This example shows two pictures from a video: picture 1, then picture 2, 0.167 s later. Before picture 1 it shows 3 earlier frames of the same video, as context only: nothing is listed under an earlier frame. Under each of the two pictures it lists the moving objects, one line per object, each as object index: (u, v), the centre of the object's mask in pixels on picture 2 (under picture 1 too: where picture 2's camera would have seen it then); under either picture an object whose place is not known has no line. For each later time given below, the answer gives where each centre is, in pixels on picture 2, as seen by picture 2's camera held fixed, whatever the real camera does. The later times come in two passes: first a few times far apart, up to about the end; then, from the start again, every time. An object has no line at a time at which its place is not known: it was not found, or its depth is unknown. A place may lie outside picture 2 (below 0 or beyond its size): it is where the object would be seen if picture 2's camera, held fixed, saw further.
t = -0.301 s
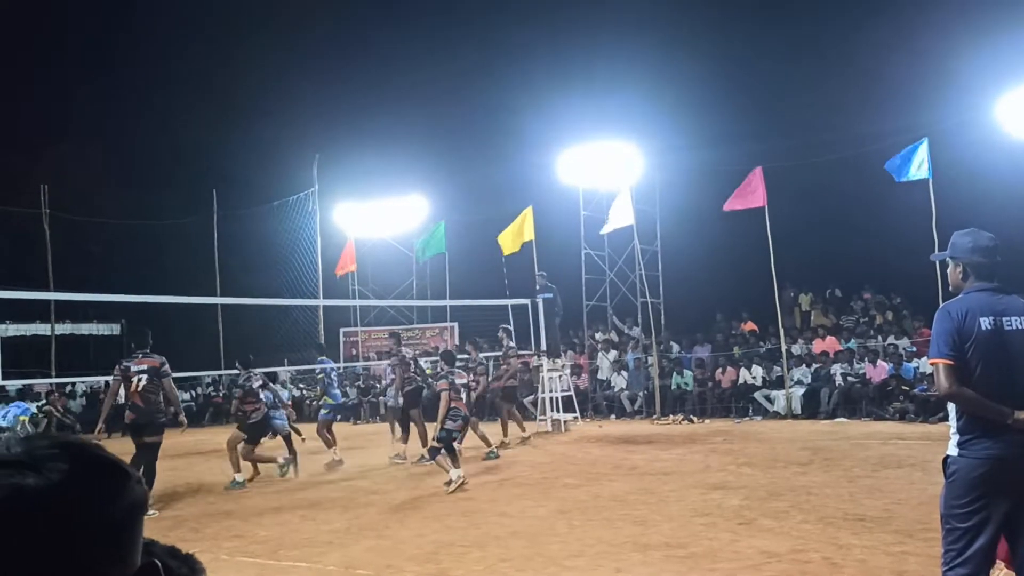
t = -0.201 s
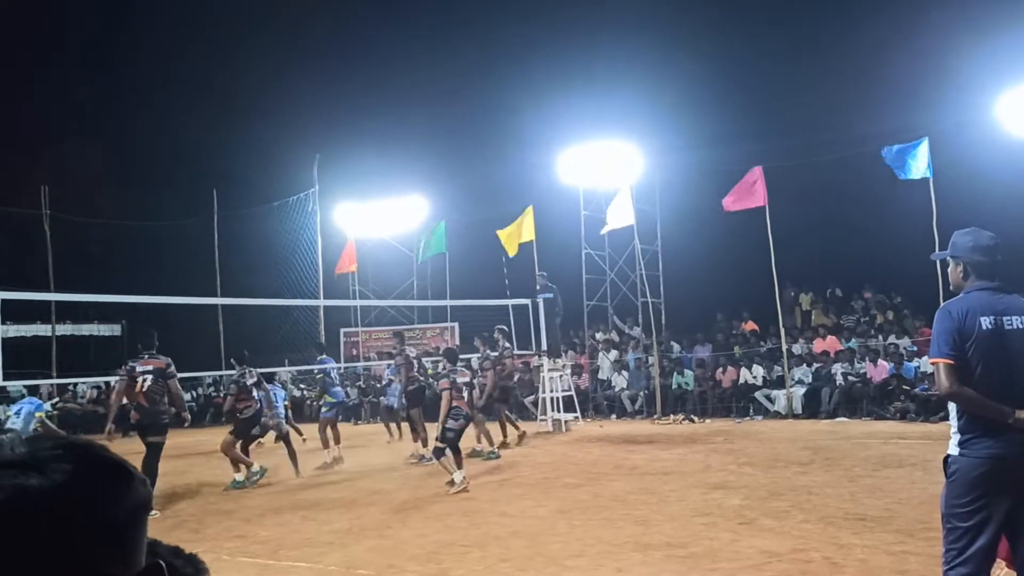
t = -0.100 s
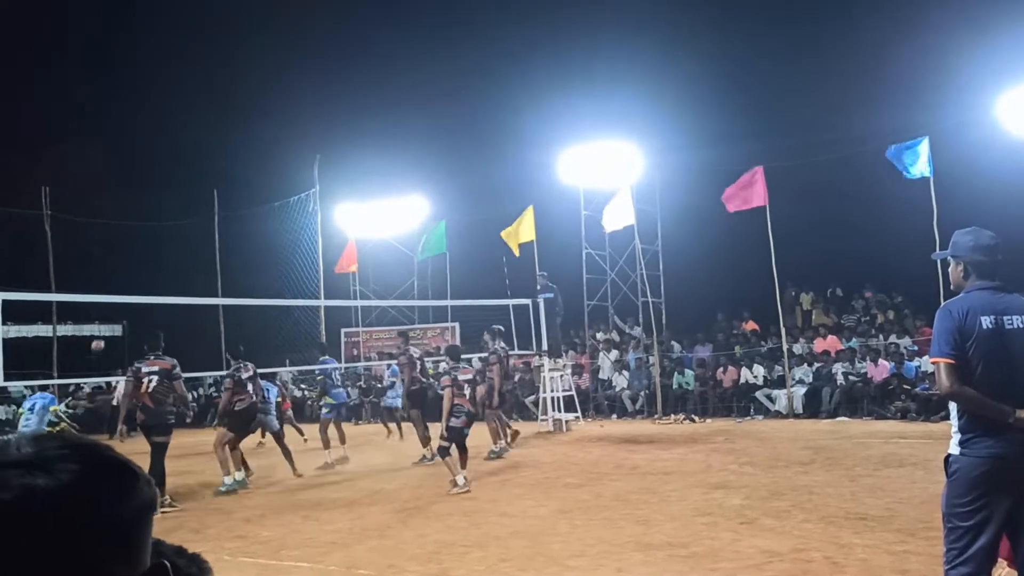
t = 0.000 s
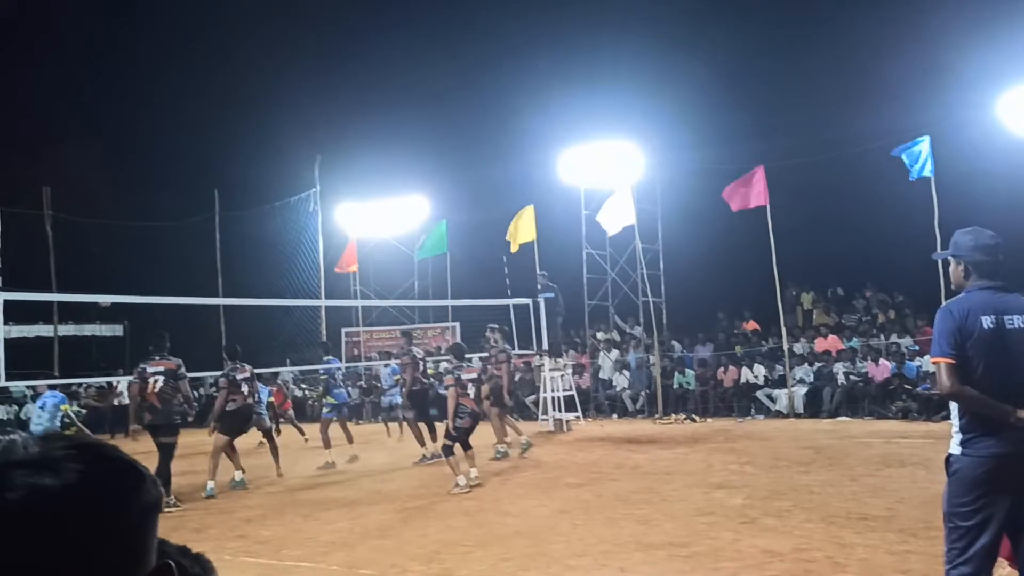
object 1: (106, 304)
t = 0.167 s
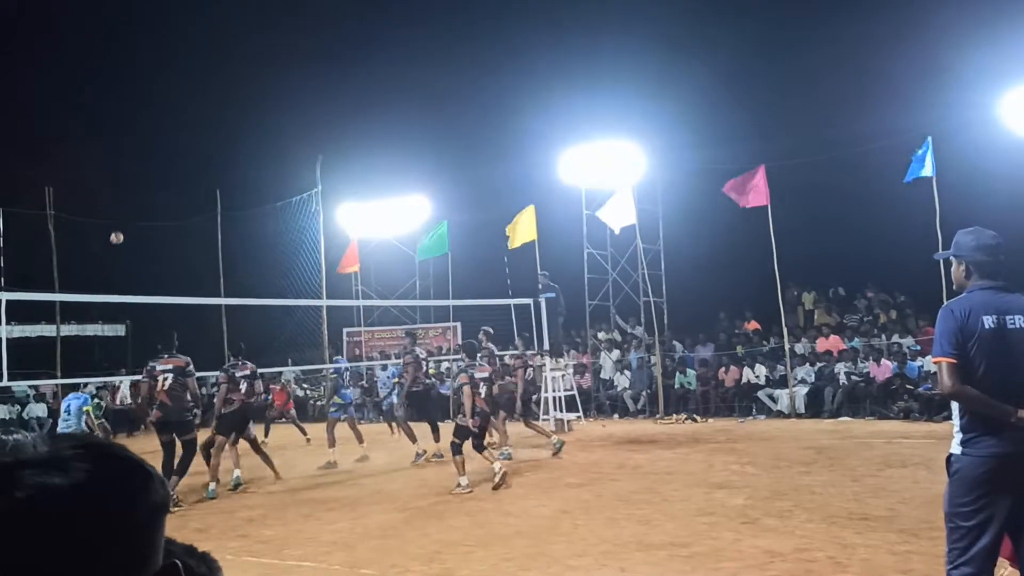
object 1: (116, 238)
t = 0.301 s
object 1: (123, 197)
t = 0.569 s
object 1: (137, 141)
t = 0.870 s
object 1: (156, 122)
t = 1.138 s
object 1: (174, 147)
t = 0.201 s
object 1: (118, 227)
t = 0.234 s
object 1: (119, 216)
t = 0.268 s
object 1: (121, 206)
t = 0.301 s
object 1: (123, 197)
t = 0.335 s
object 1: (125, 188)
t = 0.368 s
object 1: (126, 180)
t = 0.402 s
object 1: (128, 172)
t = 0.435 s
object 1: (130, 164)
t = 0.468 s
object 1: (132, 158)
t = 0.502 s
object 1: (133, 152)
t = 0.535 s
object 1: (135, 146)
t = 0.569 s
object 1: (137, 141)
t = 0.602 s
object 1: (139, 136)
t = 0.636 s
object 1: (141, 132)
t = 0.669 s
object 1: (143, 129)
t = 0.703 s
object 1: (145, 127)
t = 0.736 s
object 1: (147, 125)
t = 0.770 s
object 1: (149, 123)
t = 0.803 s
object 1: (151, 122)
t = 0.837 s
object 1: (153, 122)
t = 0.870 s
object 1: (156, 122)
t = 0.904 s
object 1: (158, 123)
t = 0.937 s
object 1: (160, 124)
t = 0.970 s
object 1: (162, 126)
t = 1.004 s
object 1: (164, 129)
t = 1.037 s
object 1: (167, 132)
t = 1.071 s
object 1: (169, 137)
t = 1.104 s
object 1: (171, 141)
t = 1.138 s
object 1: (174, 147)
